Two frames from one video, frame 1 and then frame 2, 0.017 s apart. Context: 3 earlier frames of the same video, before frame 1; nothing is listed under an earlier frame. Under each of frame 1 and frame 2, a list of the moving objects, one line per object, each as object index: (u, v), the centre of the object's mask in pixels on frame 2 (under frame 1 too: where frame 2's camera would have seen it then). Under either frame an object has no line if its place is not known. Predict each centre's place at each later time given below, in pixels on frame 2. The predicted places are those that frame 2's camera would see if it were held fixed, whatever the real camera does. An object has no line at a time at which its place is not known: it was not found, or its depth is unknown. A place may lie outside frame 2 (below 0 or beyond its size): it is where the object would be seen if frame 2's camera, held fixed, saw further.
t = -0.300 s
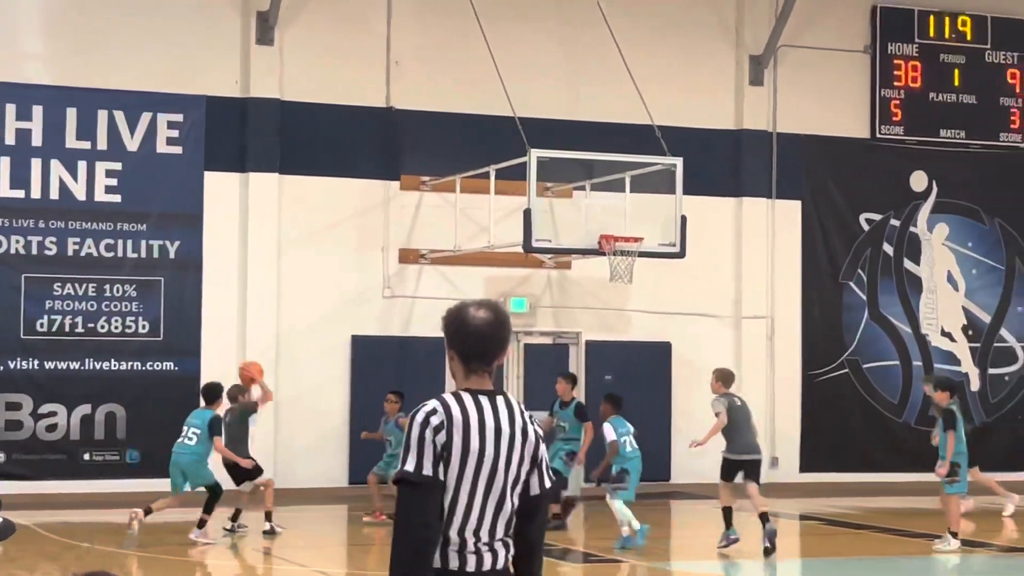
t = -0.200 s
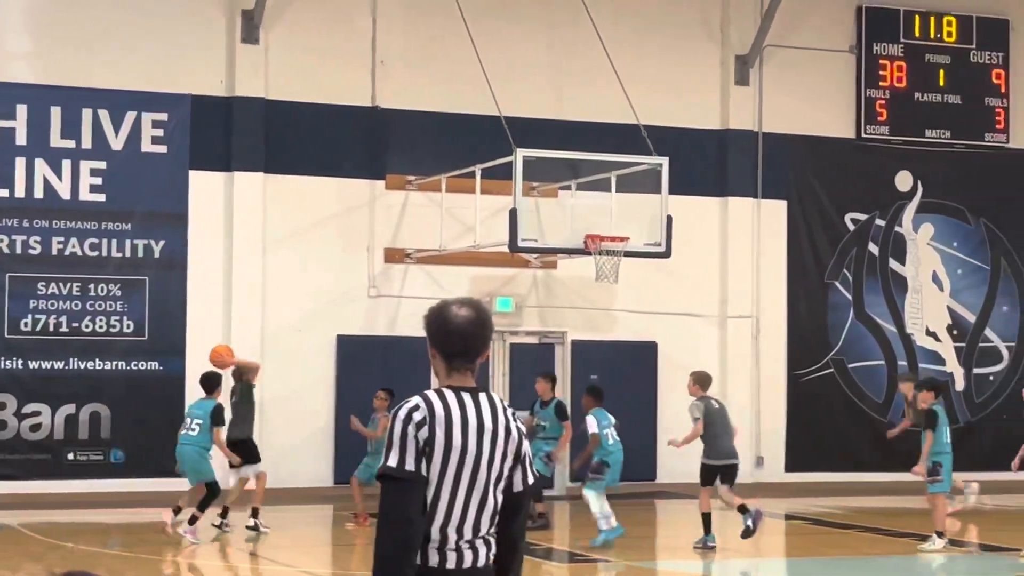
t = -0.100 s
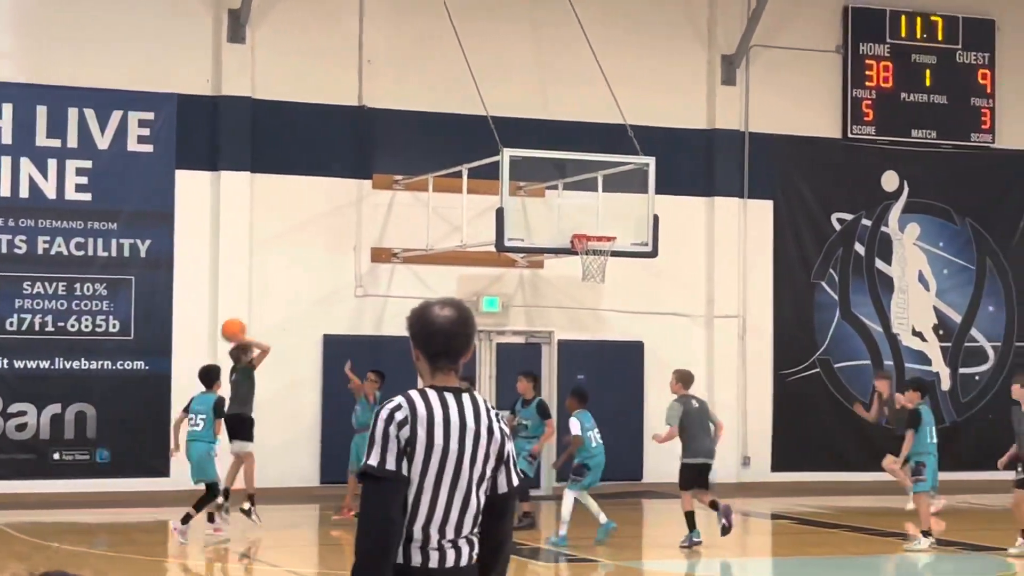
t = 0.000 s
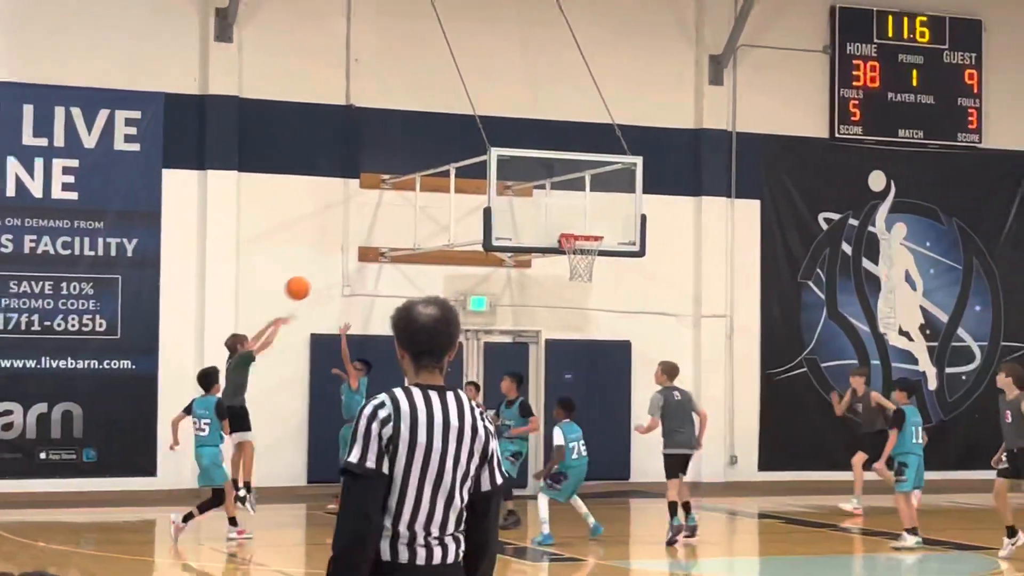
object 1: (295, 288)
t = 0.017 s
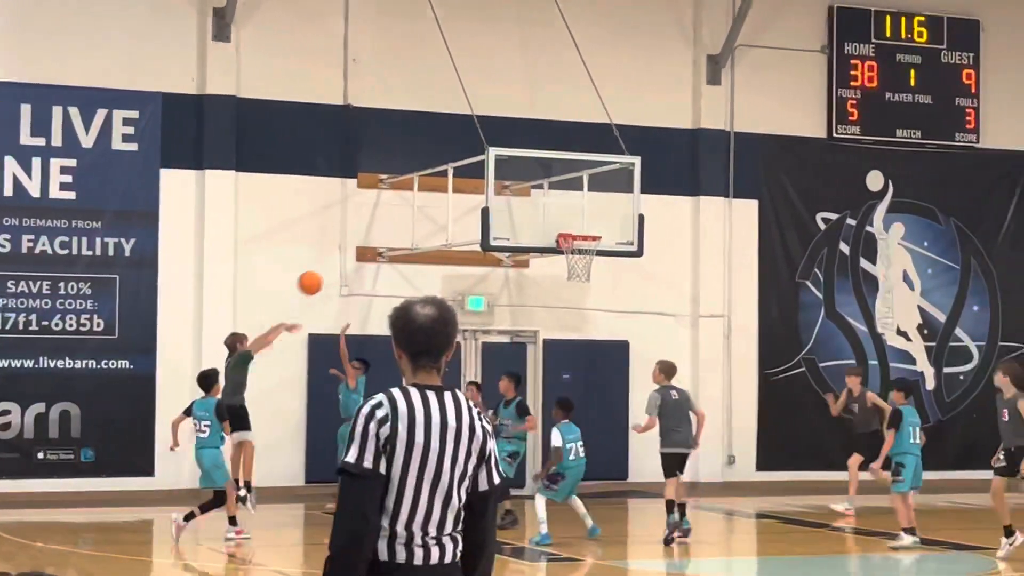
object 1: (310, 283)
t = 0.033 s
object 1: (324, 278)
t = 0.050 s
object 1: (339, 273)
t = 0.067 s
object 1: (352, 269)
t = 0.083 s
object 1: (366, 265)
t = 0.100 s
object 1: (380, 261)
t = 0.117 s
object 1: (393, 259)
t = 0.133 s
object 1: (409, 255)
